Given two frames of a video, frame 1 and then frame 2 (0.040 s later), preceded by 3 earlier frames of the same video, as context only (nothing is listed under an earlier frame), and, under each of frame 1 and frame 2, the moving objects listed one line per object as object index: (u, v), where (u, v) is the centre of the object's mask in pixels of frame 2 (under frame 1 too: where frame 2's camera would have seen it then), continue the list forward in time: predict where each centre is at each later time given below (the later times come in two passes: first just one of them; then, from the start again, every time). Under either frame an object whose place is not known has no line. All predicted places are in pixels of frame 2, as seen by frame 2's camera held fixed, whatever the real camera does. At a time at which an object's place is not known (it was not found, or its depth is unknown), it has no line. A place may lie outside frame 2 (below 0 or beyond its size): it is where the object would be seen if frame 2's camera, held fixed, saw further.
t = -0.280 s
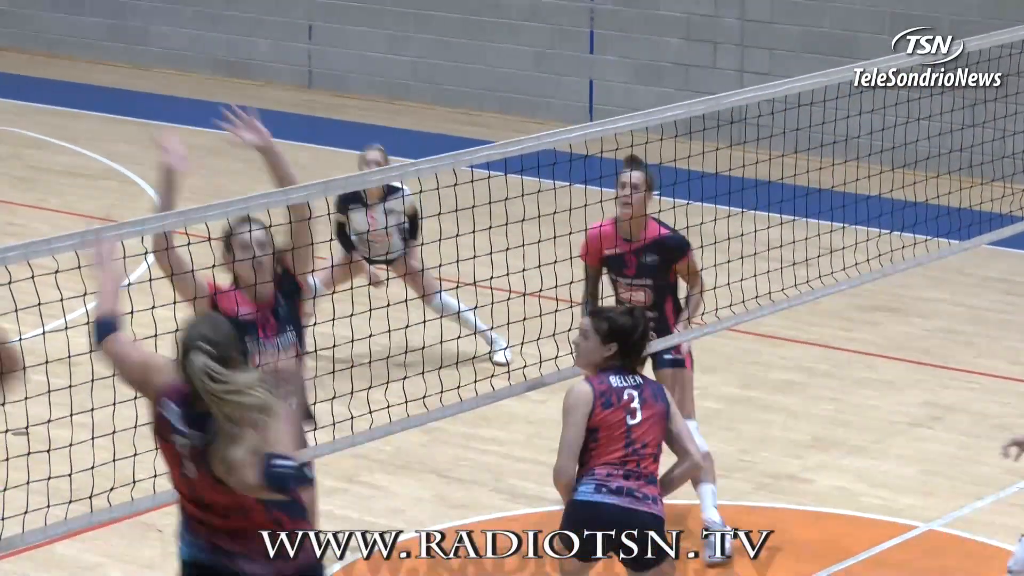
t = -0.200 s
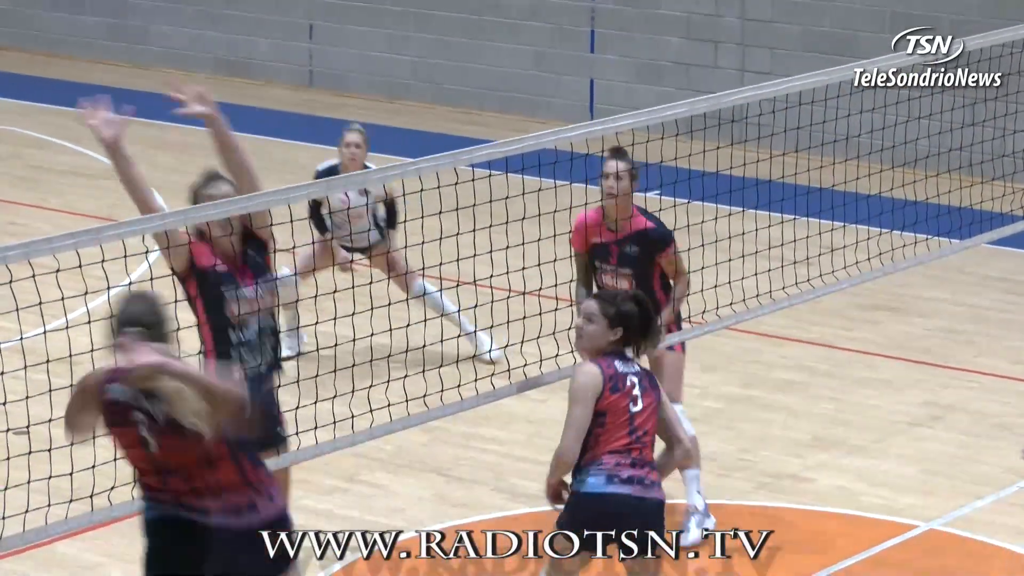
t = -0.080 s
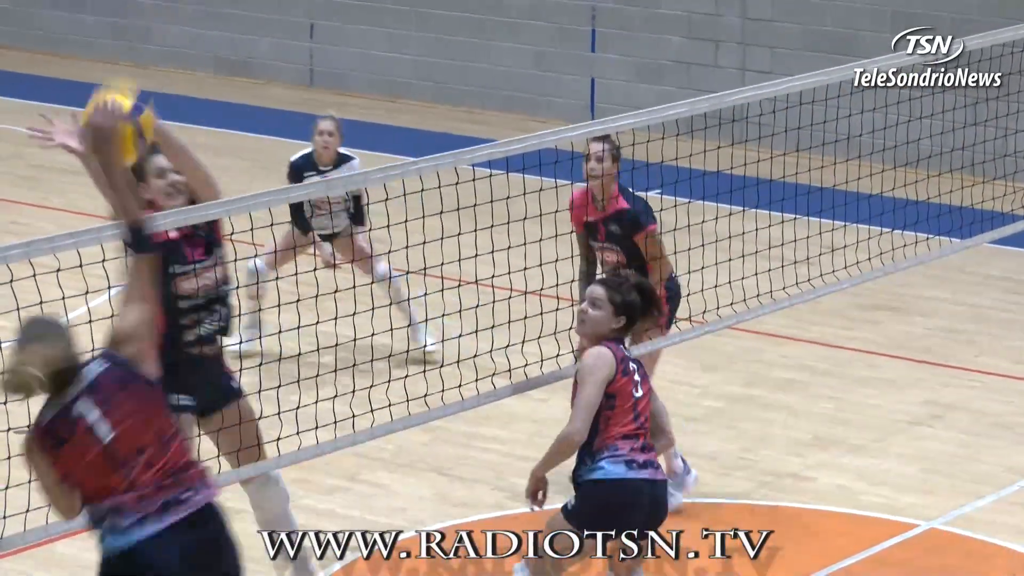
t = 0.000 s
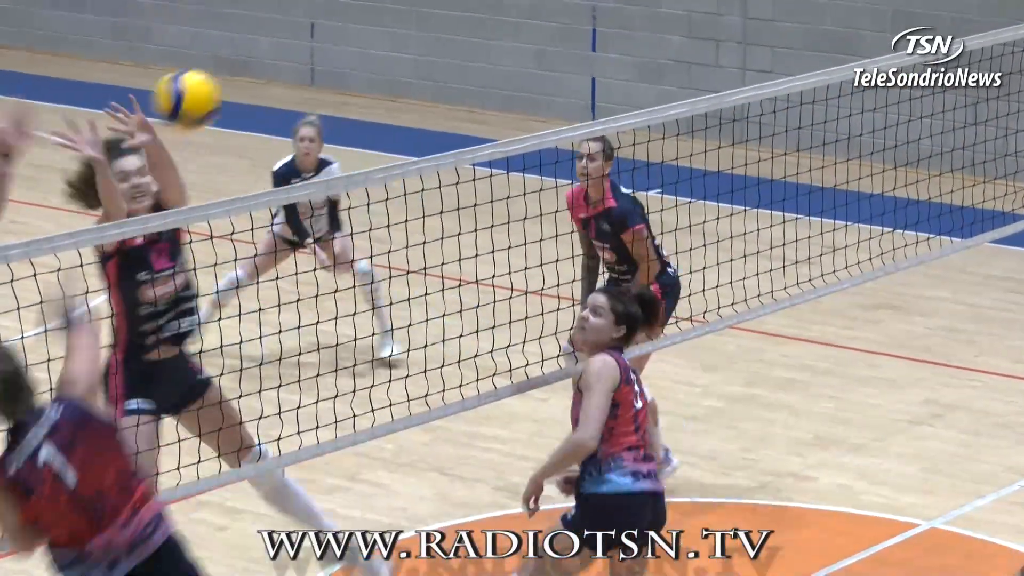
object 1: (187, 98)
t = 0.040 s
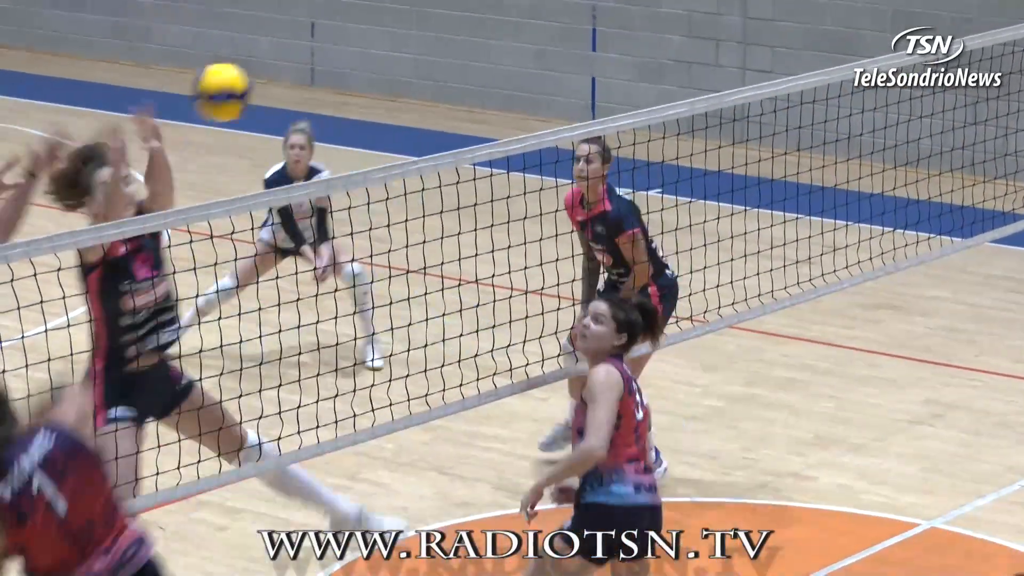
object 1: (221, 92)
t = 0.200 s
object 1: (339, 114)
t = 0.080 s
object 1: (253, 91)
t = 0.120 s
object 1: (284, 94)
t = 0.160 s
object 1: (314, 104)
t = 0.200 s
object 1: (339, 114)
